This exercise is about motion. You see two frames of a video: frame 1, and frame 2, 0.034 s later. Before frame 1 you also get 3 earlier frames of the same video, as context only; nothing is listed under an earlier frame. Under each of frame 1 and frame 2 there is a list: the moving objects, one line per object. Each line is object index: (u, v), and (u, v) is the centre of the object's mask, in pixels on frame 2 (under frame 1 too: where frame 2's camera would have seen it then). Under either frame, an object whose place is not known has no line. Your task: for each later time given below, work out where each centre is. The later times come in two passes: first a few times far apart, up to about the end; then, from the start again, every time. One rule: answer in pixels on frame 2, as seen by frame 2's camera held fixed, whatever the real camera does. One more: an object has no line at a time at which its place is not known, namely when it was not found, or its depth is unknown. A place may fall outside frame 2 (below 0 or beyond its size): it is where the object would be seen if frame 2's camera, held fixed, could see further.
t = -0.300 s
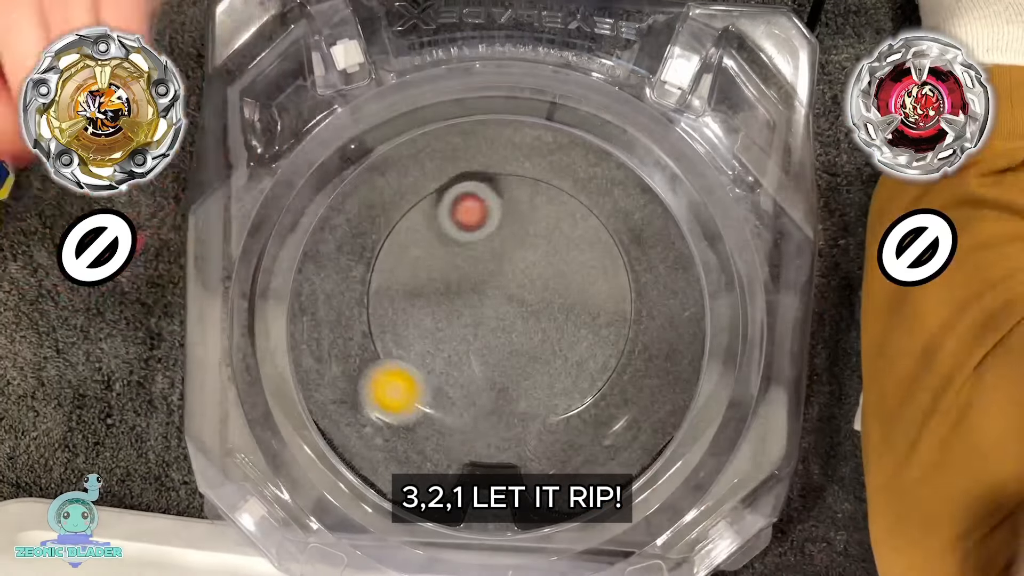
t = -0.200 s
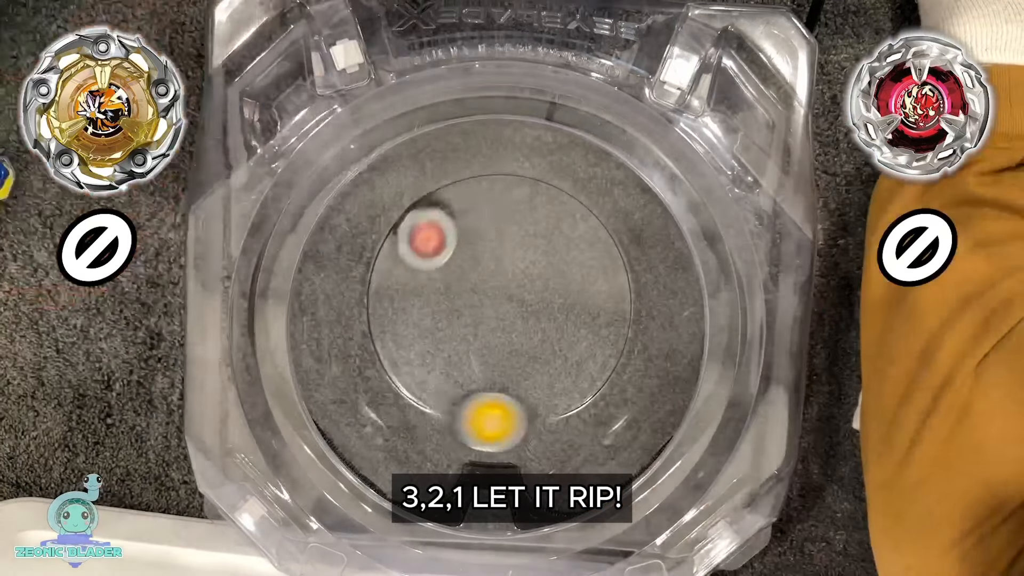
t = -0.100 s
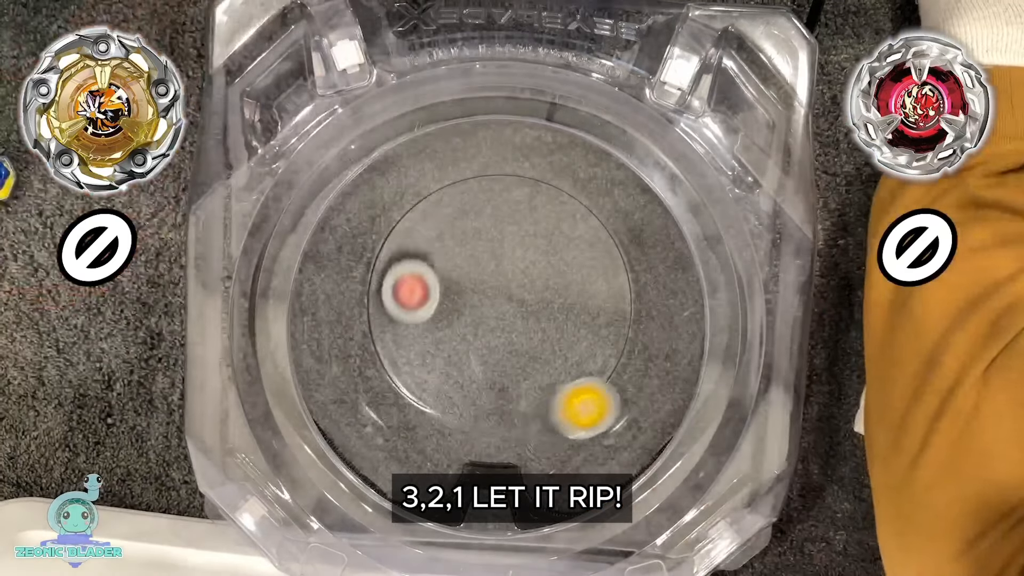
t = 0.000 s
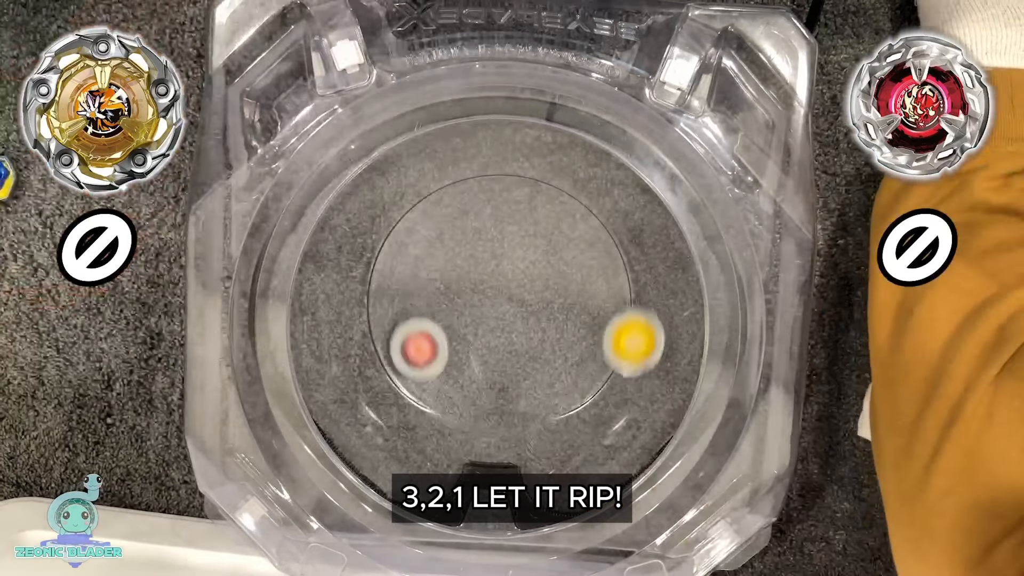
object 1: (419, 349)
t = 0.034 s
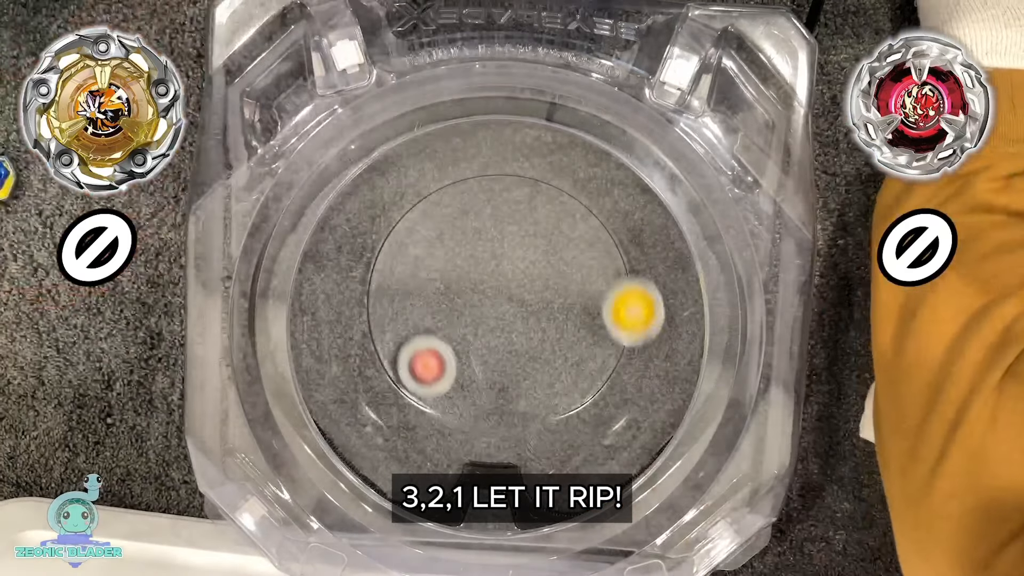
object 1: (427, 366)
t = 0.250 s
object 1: (508, 421)
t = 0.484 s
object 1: (561, 378)
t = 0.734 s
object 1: (531, 313)
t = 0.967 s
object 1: (461, 316)
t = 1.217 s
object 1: (446, 364)
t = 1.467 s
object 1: (485, 385)
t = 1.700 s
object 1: (581, 373)
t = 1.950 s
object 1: (703, 239)
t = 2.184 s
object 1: (282, 309)
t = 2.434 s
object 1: (436, 240)
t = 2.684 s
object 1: (411, 513)
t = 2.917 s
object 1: (744, 358)
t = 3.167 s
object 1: (677, 185)
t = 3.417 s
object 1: (588, 196)
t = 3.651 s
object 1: (531, 227)
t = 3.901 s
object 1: (498, 257)
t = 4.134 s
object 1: (496, 273)
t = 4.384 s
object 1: (492, 277)
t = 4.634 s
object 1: (477, 313)
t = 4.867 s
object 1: (490, 336)
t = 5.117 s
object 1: (506, 331)
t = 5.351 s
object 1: (510, 300)
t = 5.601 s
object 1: (488, 277)
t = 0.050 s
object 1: (431, 375)
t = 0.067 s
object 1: (436, 382)
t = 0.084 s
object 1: (442, 389)
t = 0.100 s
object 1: (448, 396)
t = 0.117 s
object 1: (454, 401)
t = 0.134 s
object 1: (461, 405)
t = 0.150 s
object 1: (468, 409)
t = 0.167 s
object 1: (475, 412)
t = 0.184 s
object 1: (481, 415)
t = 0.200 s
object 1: (488, 418)
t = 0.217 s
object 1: (495, 419)
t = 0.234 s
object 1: (501, 420)
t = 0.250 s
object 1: (508, 421)
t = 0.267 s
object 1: (514, 421)
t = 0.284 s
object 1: (520, 421)
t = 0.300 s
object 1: (525, 420)
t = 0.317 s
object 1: (531, 418)
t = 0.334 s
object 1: (536, 415)
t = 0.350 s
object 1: (541, 413)
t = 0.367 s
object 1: (545, 410)
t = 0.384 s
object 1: (549, 406)
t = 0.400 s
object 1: (552, 402)
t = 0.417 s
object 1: (554, 398)
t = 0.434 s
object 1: (557, 393)
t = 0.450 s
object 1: (558, 388)
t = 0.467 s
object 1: (560, 383)
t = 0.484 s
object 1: (561, 378)
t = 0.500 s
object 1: (562, 373)
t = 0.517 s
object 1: (562, 368)
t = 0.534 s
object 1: (562, 363)
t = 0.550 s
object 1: (562, 357)
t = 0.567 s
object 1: (561, 352)
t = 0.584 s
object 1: (559, 347)
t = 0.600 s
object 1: (558, 342)
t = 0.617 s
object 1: (556, 337)
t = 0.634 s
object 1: (553, 333)
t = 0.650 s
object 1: (551, 329)
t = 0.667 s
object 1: (548, 325)
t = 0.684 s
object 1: (544, 322)
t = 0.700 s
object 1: (540, 318)
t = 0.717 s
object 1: (536, 315)
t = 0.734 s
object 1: (531, 313)
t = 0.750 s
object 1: (527, 310)
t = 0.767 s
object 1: (522, 308)
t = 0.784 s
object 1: (517, 307)
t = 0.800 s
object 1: (512, 306)
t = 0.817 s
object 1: (506, 305)
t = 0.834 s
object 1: (501, 304)
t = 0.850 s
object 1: (495, 305)
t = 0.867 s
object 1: (490, 305)
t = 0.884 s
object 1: (484, 306)
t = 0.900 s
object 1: (479, 308)
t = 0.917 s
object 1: (474, 309)
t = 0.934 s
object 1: (469, 311)
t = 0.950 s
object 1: (465, 313)
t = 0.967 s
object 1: (461, 316)
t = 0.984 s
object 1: (457, 318)
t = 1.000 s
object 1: (454, 321)
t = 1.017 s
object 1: (452, 324)
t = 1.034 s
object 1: (450, 327)
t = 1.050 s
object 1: (448, 330)
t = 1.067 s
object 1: (446, 333)
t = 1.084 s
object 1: (445, 337)
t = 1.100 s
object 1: (444, 340)
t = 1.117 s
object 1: (444, 343)
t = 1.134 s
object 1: (443, 347)
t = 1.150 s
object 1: (443, 350)
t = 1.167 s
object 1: (443, 354)
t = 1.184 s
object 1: (444, 357)
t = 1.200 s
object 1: (445, 361)
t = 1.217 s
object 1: (446, 364)
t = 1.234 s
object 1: (448, 368)
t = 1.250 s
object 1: (449, 371)
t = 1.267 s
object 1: (451, 374)
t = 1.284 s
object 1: (453, 377)
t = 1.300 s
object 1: (456, 379)
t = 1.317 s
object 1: (459, 381)
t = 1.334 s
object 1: (461, 383)
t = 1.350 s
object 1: (464, 385)
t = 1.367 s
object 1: (467, 386)
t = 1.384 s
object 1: (470, 386)
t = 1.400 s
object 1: (473, 386)
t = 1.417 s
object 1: (476, 387)
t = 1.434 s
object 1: (479, 386)
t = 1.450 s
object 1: (482, 386)
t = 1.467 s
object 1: (485, 385)
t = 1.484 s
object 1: (487, 384)
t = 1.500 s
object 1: (490, 382)
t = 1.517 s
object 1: (493, 381)
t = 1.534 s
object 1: (495, 379)
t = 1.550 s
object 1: (501, 379)
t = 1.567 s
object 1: (514, 381)
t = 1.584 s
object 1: (526, 382)
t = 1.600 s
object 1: (538, 384)
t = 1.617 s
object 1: (548, 384)
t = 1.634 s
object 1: (557, 383)
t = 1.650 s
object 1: (565, 381)
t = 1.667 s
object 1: (571, 379)
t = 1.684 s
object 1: (576, 376)
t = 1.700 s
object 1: (581, 373)
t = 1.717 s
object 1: (583, 369)
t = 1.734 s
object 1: (585, 364)
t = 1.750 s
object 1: (586, 360)
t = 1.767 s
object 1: (586, 354)
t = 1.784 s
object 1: (585, 349)
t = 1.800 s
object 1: (582, 343)
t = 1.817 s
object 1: (582, 337)
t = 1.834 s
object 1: (599, 326)
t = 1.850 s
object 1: (621, 314)
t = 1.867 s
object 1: (640, 303)
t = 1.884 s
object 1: (656, 291)
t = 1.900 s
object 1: (669, 279)
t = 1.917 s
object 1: (684, 267)
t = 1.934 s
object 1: (698, 255)
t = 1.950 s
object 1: (703, 239)
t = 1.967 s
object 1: (681, 226)
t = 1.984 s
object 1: (647, 213)
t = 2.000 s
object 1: (625, 197)
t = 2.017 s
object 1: (603, 181)
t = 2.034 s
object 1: (580, 169)
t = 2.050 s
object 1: (553, 156)
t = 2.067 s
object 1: (530, 144)
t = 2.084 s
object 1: (506, 133)
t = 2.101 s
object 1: (482, 125)
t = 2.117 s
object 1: (446, 134)
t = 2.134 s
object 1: (399, 150)
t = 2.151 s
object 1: (360, 175)
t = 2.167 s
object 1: (309, 231)
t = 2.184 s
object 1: (282, 309)
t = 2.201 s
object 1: (297, 377)
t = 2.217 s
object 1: (349, 444)
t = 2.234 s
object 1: (401, 489)
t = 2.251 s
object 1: (450, 481)
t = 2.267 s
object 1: (481, 430)
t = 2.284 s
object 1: (515, 379)
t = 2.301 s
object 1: (545, 321)
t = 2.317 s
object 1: (574, 271)
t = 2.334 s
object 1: (604, 220)
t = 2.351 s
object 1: (630, 173)
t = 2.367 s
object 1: (603, 176)
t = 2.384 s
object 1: (568, 189)
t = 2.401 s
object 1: (529, 204)
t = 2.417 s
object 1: (486, 221)
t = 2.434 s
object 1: (436, 240)
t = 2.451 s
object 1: (395, 257)
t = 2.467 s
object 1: (349, 274)
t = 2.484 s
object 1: (313, 288)
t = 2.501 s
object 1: (271, 305)
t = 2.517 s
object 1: (238, 321)
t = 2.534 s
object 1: (250, 343)
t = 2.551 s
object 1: (265, 365)
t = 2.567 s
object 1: (286, 386)
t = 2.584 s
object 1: (310, 407)
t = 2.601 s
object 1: (328, 426)
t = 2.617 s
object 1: (346, 444)
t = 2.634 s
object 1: (363, 461)
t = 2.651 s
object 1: (379, 478)
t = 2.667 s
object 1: (395, 494)
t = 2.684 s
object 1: (411, 513)
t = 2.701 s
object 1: (442, 507)
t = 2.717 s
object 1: (473, 506)
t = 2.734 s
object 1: (503, 503)
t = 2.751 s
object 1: (536, 496)
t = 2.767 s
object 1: (569, 486)
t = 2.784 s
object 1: (599, 475)
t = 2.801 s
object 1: (628, 465)
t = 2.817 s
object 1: (658, 458)
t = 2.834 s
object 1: (681, 445)
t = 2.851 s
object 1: (705, 432)
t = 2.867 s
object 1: (726, 418)
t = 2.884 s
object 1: (744, 400)
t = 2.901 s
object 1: (750, 380)
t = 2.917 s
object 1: (744, 358)
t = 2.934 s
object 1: (744, 342)
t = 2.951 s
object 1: (742, 325)
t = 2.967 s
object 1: (739, 308)
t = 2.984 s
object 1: (736, 291)
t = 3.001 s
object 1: (734, 276)
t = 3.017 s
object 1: (729, 262)
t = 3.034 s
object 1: (725, 249)
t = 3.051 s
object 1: (720, 236)
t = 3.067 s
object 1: (714, 225)
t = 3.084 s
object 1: (708, 216)
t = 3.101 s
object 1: (703, 207)
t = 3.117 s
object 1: (697, 200)
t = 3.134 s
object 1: (690, 193)
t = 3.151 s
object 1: (684, 189)
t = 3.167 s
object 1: (677, 185)
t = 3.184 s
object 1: (670, 182)
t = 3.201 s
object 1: (662, 181)
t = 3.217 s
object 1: (655, 180)
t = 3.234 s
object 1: (647, 180)
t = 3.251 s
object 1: (640, 179)
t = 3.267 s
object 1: (634, 180)
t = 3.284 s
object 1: (629, 181)
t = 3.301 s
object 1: (618, 187)
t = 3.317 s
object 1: (613, 186)
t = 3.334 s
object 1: (609, 187)
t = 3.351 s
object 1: (605, 188)
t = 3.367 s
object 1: (601, 189)
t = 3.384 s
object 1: (596, 192)
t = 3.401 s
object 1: (592, 194)
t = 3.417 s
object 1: (588, 196)
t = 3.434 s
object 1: (584, 197)
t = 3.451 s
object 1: (581, 199)
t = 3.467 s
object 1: (577, 202)
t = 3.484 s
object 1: (573, 204)
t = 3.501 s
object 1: (569, 206)
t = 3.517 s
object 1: (564, 209)
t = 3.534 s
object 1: (560, 212)
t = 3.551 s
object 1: (555, 215)
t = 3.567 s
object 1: (550, 218)
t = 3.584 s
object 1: (545, 221)
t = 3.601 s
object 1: (540, 224)
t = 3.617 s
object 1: (535, 227)
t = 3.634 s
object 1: (531, 230)
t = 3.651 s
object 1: (531, 227)
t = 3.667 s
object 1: (533, 224)
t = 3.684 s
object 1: (533, 223)
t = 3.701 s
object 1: (532, 222)
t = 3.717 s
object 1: (531, 222)
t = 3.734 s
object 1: (529, 224)
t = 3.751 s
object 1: (527, 226)
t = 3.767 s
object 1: (524, 228)
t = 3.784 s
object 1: (521, 231)
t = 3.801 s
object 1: (518, 235)
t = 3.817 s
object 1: (514, 238)
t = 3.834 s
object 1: (511, 242)
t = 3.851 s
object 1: (507, 245)
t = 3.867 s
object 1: (504, 249)
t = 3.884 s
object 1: (501, 253)
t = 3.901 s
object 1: (498, 257)
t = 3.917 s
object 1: (496, 261)
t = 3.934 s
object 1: (493, 265)
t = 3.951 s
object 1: (491, 269)
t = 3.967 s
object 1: (489, 273)
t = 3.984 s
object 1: (487, 277)
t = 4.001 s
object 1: (485, 281)
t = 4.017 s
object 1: (483, 285)
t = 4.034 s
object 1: (482, 289)
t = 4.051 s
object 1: (481, 293)
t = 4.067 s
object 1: (481, 295)
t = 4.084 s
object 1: (485, 289)
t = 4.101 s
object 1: (489, 283)
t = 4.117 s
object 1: (492, 278)
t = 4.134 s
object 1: (496, 273)
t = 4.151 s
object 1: (499, 269)
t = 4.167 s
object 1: (502, 266)
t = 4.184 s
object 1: (504, 264)
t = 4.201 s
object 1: (505, 263)
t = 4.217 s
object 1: (506, 262)
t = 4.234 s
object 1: (506, 262)
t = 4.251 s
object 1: (505, 262)
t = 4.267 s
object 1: (504, 264)
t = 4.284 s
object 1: (503, 265)
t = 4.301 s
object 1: (502, 267)
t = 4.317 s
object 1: (500, 268)
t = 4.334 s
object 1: (498, 270)
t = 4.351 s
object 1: (496, 272)
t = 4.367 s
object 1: (494, 275)
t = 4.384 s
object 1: (492, 277)
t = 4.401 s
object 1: (490, 279)
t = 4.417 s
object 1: (488, 281)
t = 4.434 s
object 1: (486, 284)
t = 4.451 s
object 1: (485, 286)
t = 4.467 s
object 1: (483, 289)
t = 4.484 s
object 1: (482, 291)
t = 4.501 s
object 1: (481, 293)
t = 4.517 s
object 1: (480, 296)
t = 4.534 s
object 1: (479, 299)
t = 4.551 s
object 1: (478, 301)
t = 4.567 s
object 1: (478, 303)
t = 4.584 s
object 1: (477, 306)
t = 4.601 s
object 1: (477, 308)
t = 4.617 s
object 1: (477, 311)
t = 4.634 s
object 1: (477, 313)
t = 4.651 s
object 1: (477, 315)
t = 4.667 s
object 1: (478, 317)
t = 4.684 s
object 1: (478, 320)
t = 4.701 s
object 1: (479, 322)
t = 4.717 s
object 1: (480, 324)
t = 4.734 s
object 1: (481, 325)
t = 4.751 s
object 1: (482, 327)
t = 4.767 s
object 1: (483, 328)
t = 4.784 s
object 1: (484, 330)
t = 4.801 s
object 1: (485, 332)
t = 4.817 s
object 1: (486, 333)
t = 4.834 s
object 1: (488, 334)
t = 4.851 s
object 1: (489, 335)
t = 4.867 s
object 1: (490, 336)
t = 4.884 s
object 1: (491, 336)
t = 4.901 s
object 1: (493, 337)
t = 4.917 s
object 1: (494, 337)
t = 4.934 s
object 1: (496, 338)
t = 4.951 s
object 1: (497, 338)
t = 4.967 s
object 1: (499, 338)
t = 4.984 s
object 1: (500, 338)
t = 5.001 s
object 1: (501, 337)
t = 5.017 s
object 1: (502, 337)
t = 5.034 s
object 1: (503, 336)
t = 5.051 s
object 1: (504, 335)
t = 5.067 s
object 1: (505, 334)
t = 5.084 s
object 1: (506, 333)
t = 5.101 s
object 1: (506, 332)
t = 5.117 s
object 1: (506, 331)
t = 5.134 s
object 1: (507, 330)
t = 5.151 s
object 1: (507, 329)
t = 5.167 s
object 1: (507, 327)
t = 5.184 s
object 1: (507, 326)
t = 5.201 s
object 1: (507, 325)
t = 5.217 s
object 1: (506, 324)
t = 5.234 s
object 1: (506, 323)
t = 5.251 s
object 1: (506, 322)
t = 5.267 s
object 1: (505, 320)
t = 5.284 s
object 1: (504, 319)
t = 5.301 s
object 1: (503, 318)
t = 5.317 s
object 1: (505, 313)
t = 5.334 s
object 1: (508, 306)
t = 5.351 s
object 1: (510, 300)
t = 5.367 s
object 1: (512, 295)
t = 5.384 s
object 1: (513, 291)
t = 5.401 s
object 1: (513, 288)
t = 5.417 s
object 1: (513, 284)
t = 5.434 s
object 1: (513, 282)
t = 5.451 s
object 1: (511, 280)
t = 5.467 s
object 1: (510, 279)
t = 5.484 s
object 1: (508, 277)
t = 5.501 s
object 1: (505, 276)
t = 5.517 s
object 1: (503, 276)
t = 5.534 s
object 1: (500, 275)
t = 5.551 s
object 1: (497, 276)
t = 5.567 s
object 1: (494, 276)
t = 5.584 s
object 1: (491, 276)
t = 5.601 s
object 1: (488, 277)
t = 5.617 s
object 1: (485, 278)
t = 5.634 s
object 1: (482, 279)
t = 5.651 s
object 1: (480, 281)
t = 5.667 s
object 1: (477, 282)
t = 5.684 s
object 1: (475, 284)
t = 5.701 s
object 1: (473, 286)
